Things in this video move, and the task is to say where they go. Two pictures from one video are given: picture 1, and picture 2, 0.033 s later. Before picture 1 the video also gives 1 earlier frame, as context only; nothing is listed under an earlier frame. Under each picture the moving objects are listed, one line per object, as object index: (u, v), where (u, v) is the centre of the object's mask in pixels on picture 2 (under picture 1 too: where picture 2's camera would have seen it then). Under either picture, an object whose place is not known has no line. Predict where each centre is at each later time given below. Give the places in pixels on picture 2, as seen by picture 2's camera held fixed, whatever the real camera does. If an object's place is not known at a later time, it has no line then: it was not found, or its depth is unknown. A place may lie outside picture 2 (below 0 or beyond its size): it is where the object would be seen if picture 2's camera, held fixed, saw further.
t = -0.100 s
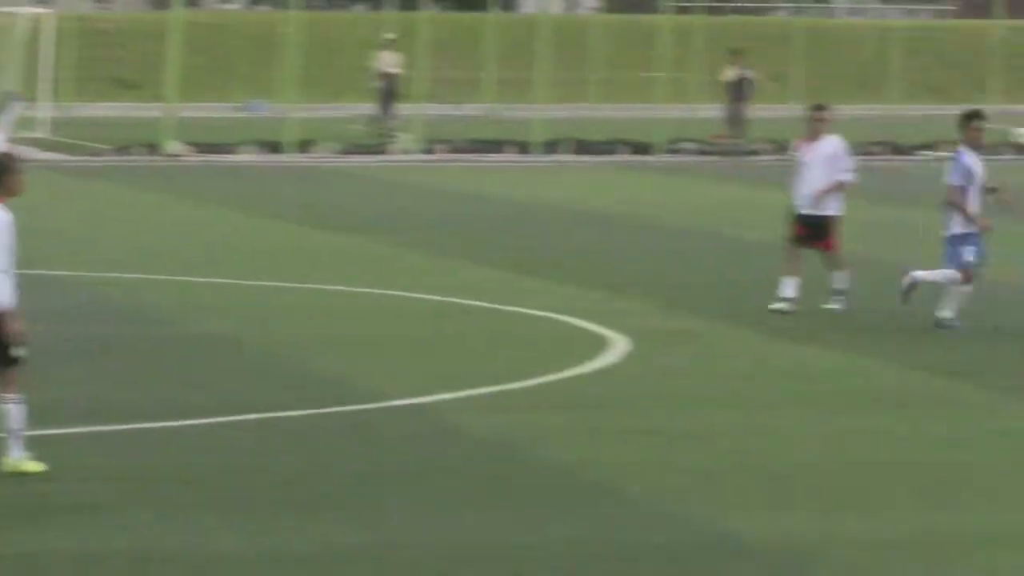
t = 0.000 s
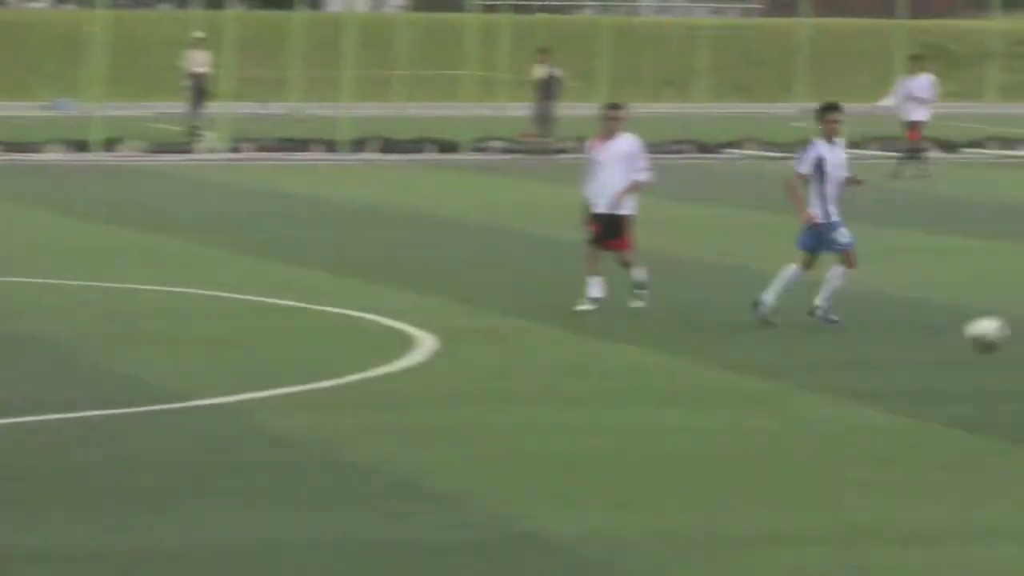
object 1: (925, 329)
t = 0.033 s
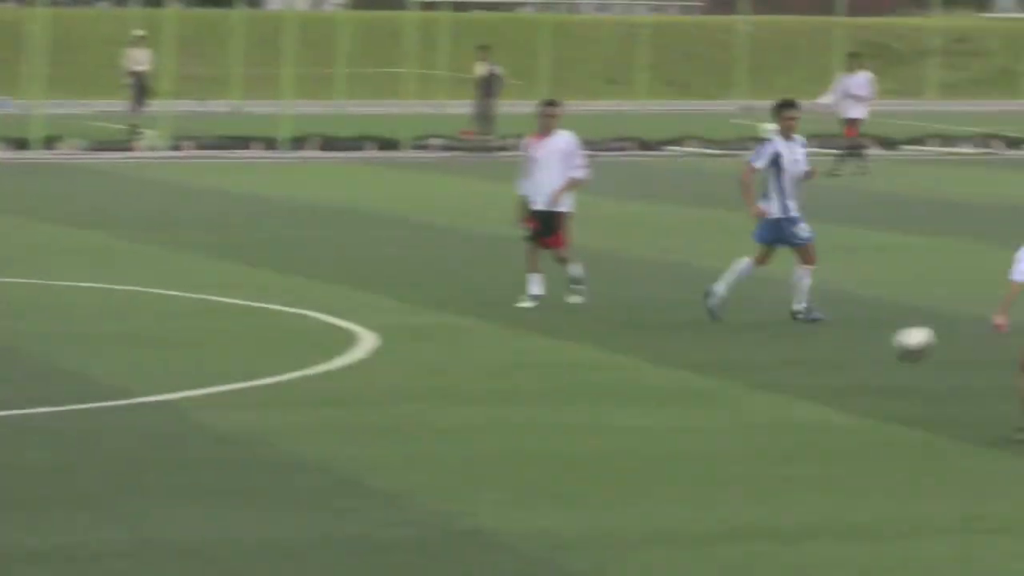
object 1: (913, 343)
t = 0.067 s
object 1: (901, 359)
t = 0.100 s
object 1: (885, 379)
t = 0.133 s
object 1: (864, 399)
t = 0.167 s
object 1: (847, 420)
